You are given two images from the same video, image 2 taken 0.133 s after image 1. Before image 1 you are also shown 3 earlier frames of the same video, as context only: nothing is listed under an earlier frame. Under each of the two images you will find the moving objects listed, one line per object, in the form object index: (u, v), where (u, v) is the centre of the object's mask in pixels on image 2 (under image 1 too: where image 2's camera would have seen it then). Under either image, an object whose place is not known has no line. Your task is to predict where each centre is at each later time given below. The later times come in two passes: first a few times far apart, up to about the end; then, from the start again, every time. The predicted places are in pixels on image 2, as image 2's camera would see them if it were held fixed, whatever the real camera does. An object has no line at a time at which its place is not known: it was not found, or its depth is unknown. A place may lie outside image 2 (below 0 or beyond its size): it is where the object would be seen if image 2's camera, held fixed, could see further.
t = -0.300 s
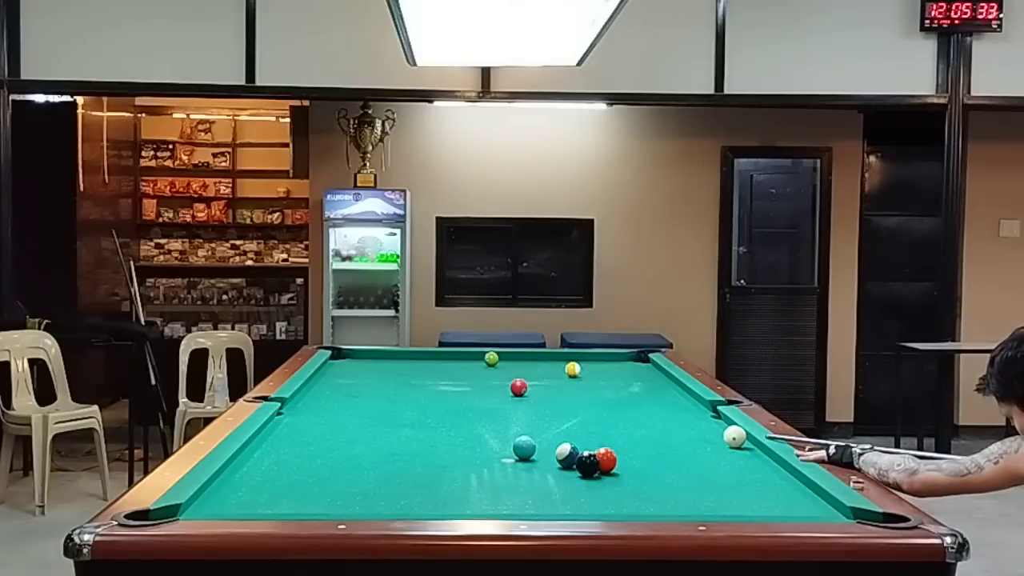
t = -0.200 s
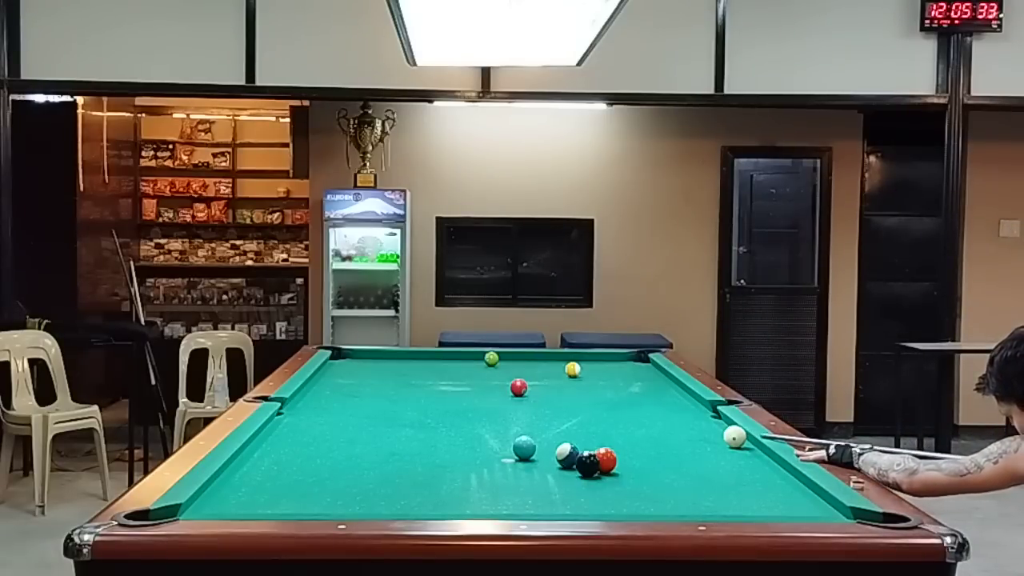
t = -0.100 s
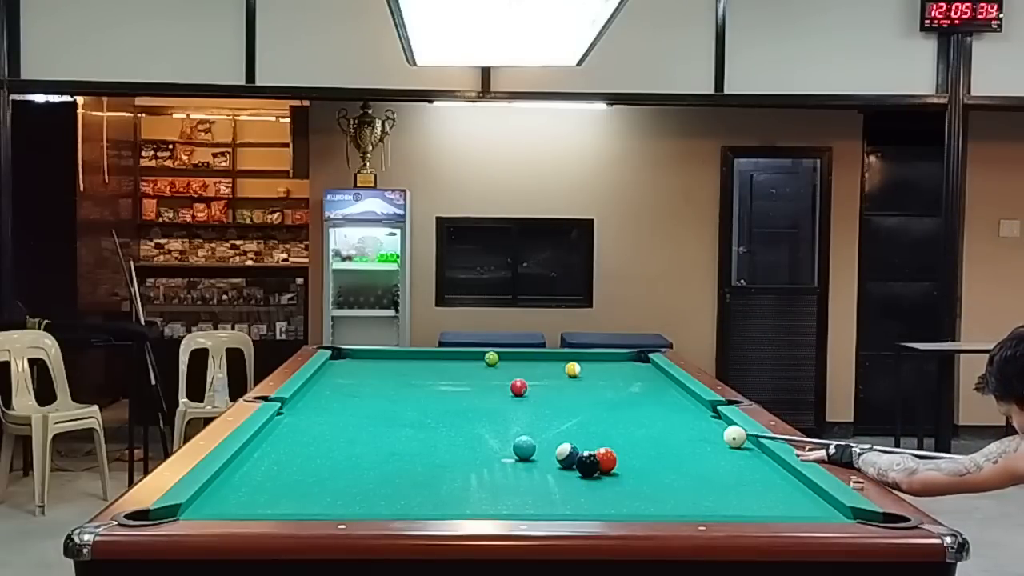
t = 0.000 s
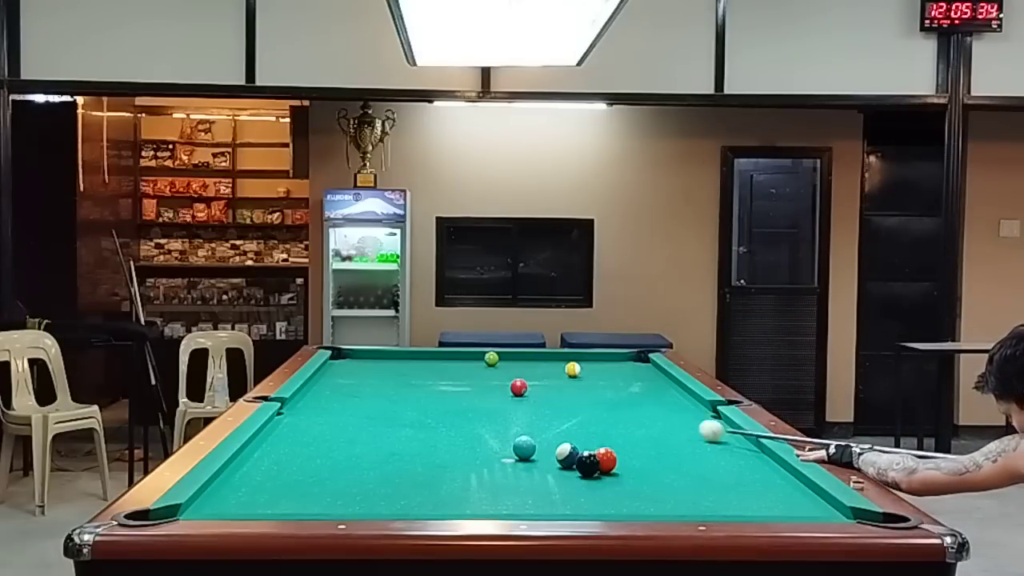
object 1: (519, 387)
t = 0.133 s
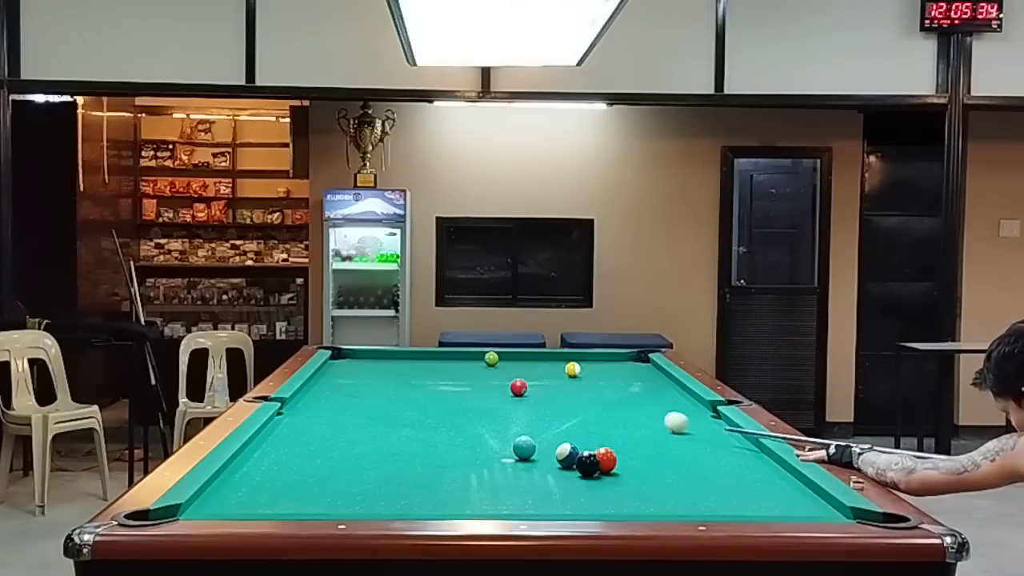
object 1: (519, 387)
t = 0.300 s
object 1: (519, 387)
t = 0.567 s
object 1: (518, 387)
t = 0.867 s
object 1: (511, 386)
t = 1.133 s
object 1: (473, 382)
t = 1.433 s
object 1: (436, 379)
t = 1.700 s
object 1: (406, 376)
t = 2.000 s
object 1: (375, 373)
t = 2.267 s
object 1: (350, 370)
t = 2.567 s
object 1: (326, 368)
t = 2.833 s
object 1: (339, 367)
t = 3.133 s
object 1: (352, 366)
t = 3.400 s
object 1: (361, 366)
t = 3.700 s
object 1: (370, 365)
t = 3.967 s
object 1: (376, 365)
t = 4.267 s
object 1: (381, 364)
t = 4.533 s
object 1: (384, 364)
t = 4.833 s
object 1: (386, 364)
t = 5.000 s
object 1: (387, 364)
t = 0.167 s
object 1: (519, 387)
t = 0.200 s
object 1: (519, 387)
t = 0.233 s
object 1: (519, 387)
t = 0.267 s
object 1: (519, 387)
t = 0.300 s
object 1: (519, 387)
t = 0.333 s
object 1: (519, 387)
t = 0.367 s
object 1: (519, 387)
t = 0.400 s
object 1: (519, 387)
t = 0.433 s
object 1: (519, 387)
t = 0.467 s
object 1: (519, 387)
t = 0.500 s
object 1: (519, 387)
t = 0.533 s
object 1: (519, 387)
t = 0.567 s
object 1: (518, 387)
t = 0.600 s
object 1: (519, 387)
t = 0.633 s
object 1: (519, 387)
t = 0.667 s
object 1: (519, 387)
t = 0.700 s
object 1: (519, 387)
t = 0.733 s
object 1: (518, 387)
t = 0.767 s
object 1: (519, 387)
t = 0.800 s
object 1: (519, 387)
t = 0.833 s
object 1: (517, 387)
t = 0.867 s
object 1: (511, 386)
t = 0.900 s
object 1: (505, 385)
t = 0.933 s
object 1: (500, 385)
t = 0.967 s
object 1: (495, 384)
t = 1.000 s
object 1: (491, 384)
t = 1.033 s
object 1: (486, 383)
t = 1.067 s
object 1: (482, 383)
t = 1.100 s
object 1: (477, 382)
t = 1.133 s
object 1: (473, 382)
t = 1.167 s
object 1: (469, 382)
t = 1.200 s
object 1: (465, 381)
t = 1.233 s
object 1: (460, 381)
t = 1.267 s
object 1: (456, 380)
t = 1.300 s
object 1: (452, 380)
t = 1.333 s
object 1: (448, 380)
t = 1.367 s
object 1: (444, 379)
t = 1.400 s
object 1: (440, 379)
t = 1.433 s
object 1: (436, 379)
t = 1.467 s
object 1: (432, 378)
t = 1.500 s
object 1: (429, 378)
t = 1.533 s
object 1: (425, 378)
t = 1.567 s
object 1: (421, 377)
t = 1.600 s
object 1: (417, 377)
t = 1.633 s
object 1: (413, 376)
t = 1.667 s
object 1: (410, 376)
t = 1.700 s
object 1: (406, 376)
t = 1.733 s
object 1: (403, 376)
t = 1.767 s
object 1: (399, 375)
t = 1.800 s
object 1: (396, 375)
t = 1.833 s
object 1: (392, 374)
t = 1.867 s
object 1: (388, 374)
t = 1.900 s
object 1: (385, 374)
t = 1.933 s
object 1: (382, 373)
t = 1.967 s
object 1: (379, 373)
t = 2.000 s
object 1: (375, 373)
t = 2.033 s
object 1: (372, 372)
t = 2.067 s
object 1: (369, 372)
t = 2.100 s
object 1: (365, 372)
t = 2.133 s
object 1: (362, 372)
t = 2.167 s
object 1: (359, 371)
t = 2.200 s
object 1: (356, 371)
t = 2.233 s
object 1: (353, 371)
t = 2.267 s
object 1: (350, 370)
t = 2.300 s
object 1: (347, 370)
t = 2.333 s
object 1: (344, 370)
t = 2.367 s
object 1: (341, 370)
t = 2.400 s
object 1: (339, 369)
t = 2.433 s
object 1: (336, 369)
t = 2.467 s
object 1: (333, 369)
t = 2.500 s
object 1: (330, 368)
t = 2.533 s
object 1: (327, 368)
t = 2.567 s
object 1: (326, 368)
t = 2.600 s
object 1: (328, 368)
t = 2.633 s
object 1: (329, 368)
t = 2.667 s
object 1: (331, 368)
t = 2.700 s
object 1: (333, 368)
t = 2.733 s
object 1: (334, 367)
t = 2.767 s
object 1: (336, 367)
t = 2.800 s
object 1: (337, 367)
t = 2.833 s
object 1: (339, 367)
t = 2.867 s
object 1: (340, 367)
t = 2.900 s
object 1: (342, 367)
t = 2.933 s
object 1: (343, 366)
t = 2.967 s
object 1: (345, 366)
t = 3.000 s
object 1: (346, 367)
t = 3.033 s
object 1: (347, 366)
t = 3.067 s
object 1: (349, 366)
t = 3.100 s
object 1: (350, 366)
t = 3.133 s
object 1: (352, 366)
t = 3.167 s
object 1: (353, 366)
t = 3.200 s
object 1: (354, 366)
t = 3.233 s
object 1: (355, 366)
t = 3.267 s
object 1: (357, 366)
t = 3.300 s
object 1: (358, 366)
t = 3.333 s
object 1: (359, 366)
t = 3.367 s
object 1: (360, 366)
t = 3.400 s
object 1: (361, 366)
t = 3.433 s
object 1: (362, 366)
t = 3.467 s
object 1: (363, 366)
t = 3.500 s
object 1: (364, 365)
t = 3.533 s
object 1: (365, 365)
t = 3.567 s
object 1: (366, 365)
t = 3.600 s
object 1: (367, 365)
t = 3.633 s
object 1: (368, 365)
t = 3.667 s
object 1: (369, 365)
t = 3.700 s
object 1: (370, 365)
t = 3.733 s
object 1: (371, 365)
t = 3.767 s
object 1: (372, 365)
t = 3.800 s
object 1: (372, 365)
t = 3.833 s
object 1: (373, 365)
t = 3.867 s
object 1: (374, 365)
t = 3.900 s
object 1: (375, 365)
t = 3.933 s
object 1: (376, 365)
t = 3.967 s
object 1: (376, 365)
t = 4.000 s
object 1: (377, 364)
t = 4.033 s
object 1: (378, 364)
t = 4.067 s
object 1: (378, 364)
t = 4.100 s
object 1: (379, 364)
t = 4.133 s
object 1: (379, 364)
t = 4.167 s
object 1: (380, 364)
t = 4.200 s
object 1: (381, 364)
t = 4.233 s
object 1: (381, 364)
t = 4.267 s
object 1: (381, 364)
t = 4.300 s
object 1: (382, 364)
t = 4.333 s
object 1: (382, 364)
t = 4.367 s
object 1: (383, 364)
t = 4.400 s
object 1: (383, 364)
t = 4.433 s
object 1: (383, 364)
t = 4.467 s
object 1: (384, 364)
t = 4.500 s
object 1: (384, 364)
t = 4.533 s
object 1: (384, 364)
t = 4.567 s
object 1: (385, 364)
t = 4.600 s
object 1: (385, 364)
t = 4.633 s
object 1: (385, 364)
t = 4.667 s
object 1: (385, 364)
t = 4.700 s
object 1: (386, 364)
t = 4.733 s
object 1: (386, 364)
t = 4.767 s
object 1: (386, 364)
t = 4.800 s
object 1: (386, 364)
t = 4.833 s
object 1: (386, 364)
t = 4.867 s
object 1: (387, 364)
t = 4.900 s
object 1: (387, 364)
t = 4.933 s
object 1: (387, 364)
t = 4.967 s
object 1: (387, 364)
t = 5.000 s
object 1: (387, 364)
